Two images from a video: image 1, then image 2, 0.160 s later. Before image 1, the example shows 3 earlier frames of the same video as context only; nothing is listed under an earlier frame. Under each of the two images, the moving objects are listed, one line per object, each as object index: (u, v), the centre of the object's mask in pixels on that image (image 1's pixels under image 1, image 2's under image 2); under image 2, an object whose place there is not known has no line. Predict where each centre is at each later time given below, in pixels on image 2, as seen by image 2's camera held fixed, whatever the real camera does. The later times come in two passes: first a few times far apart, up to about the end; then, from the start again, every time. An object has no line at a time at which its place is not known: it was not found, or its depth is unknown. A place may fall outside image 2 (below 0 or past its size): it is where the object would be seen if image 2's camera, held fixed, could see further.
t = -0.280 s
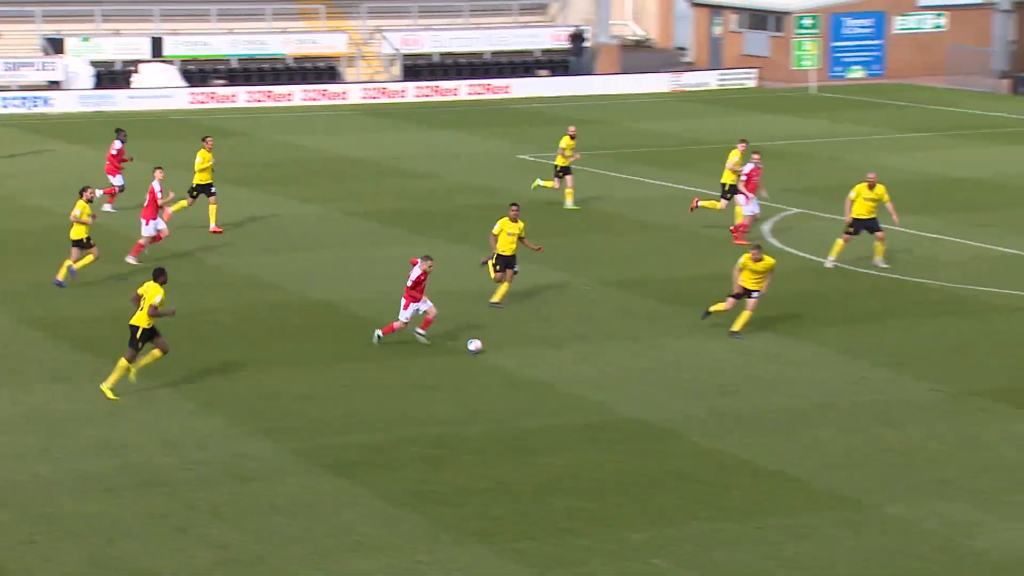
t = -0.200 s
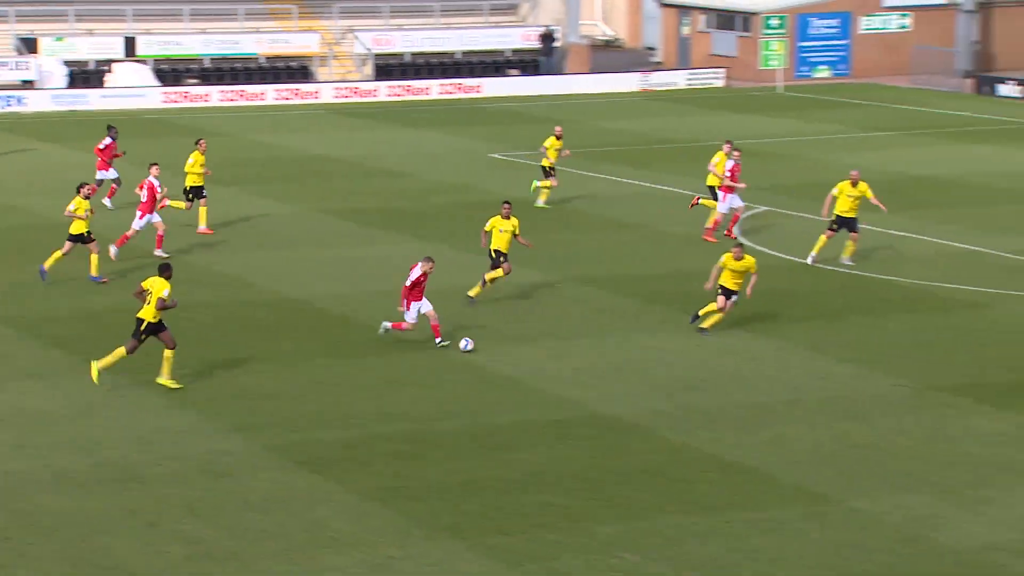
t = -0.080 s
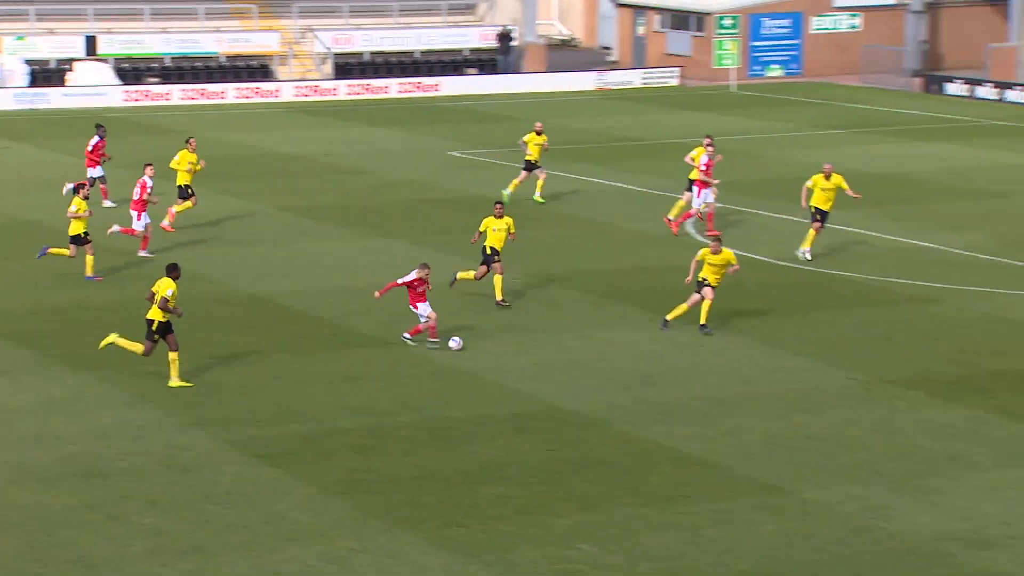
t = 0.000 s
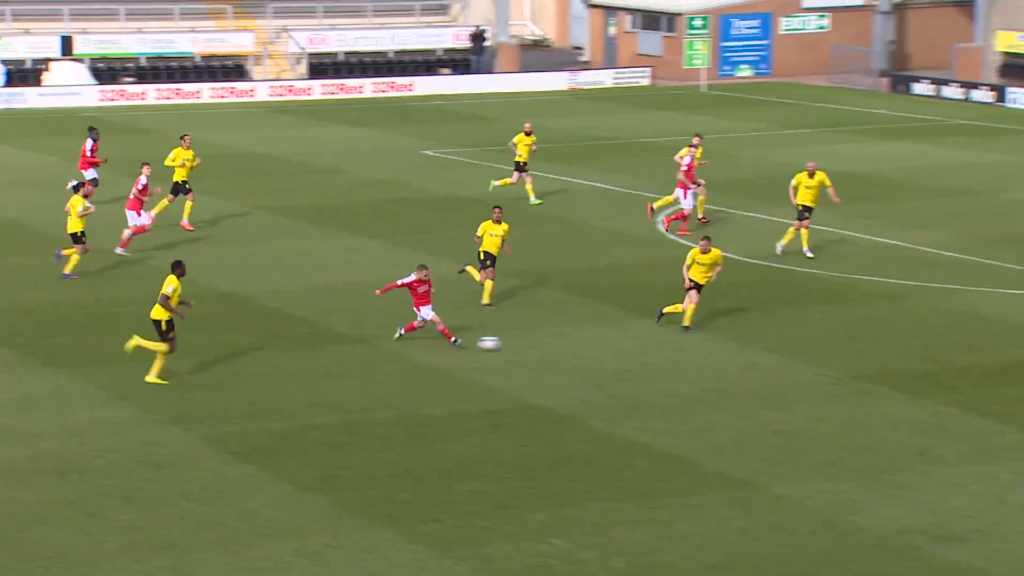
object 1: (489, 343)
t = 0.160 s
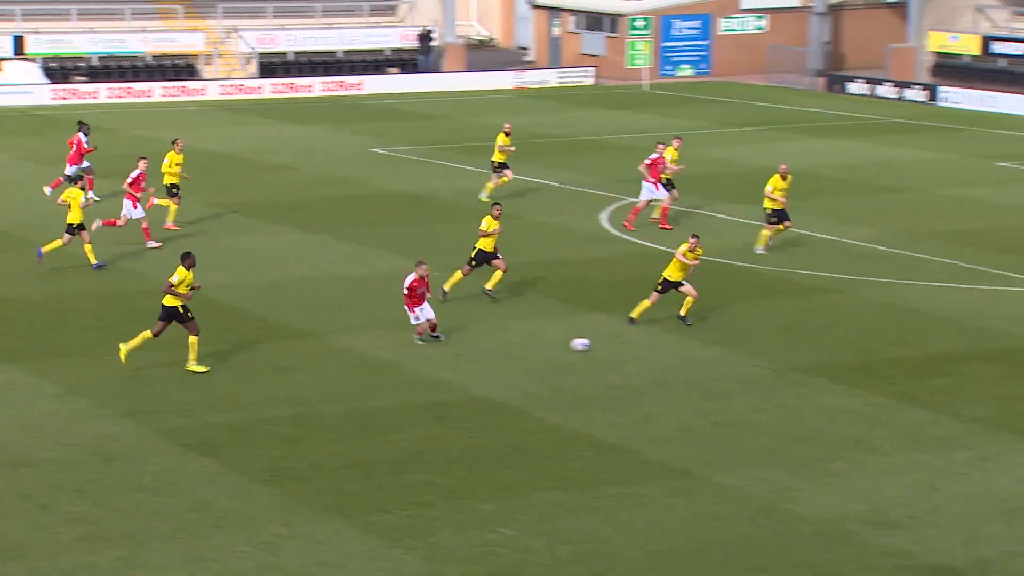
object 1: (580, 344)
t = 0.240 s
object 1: (647, 347)
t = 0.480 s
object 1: (834, 356)
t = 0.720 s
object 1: (1001, 365)
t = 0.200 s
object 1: (614, 346)
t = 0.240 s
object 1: (647, 347)
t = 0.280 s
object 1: (680, 349)
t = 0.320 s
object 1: (712, 350)
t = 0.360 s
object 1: (743, 352)
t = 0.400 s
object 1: (774, 353)
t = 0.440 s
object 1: (804, 354)
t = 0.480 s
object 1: (834, 356)
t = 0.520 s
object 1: (863, 357)
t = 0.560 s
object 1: (892, 359)
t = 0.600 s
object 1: (920, 360)
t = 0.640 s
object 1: (947, 361)
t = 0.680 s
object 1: (974, 363)
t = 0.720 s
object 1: (1001, 365)
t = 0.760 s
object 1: (1026, 366)
